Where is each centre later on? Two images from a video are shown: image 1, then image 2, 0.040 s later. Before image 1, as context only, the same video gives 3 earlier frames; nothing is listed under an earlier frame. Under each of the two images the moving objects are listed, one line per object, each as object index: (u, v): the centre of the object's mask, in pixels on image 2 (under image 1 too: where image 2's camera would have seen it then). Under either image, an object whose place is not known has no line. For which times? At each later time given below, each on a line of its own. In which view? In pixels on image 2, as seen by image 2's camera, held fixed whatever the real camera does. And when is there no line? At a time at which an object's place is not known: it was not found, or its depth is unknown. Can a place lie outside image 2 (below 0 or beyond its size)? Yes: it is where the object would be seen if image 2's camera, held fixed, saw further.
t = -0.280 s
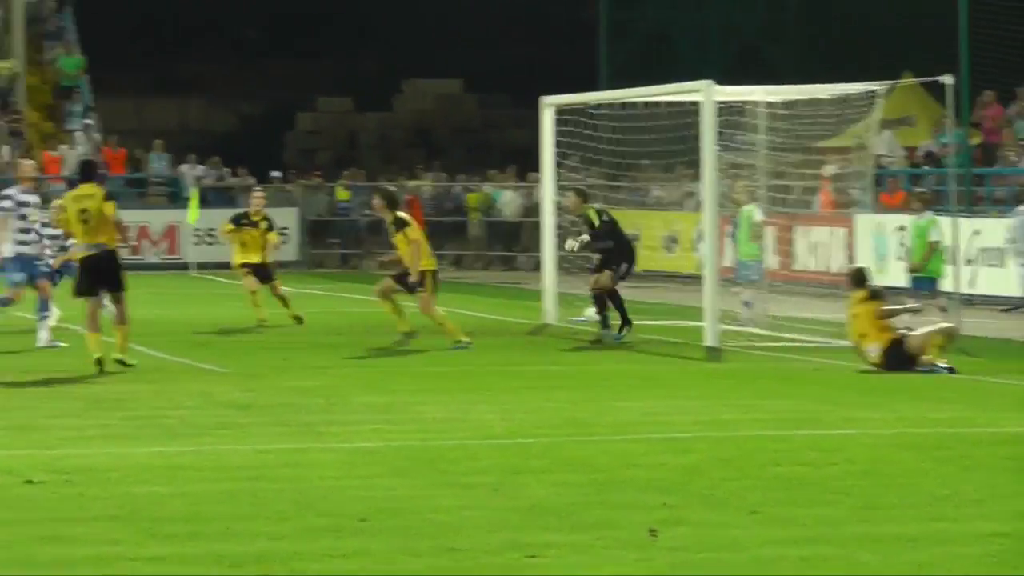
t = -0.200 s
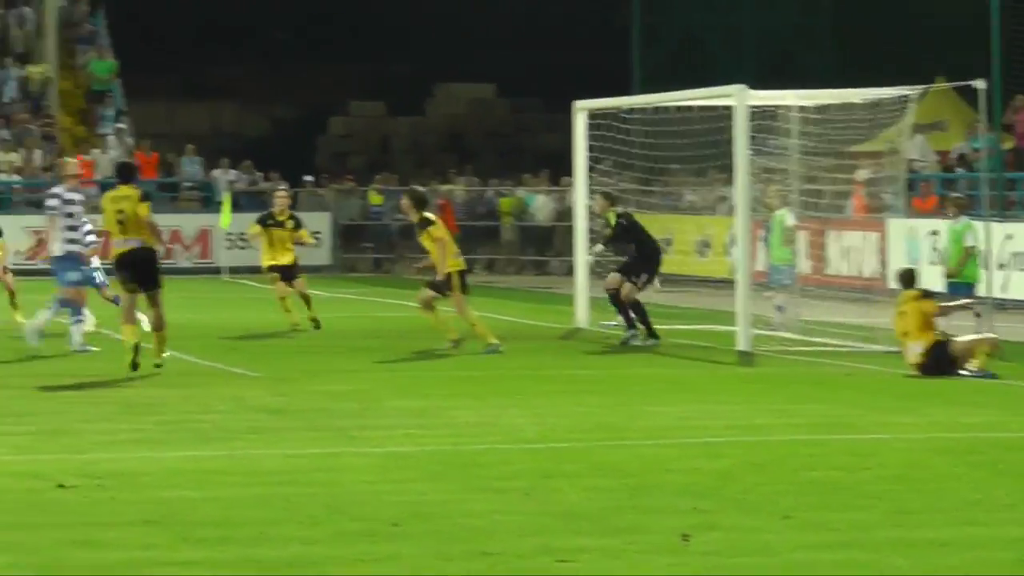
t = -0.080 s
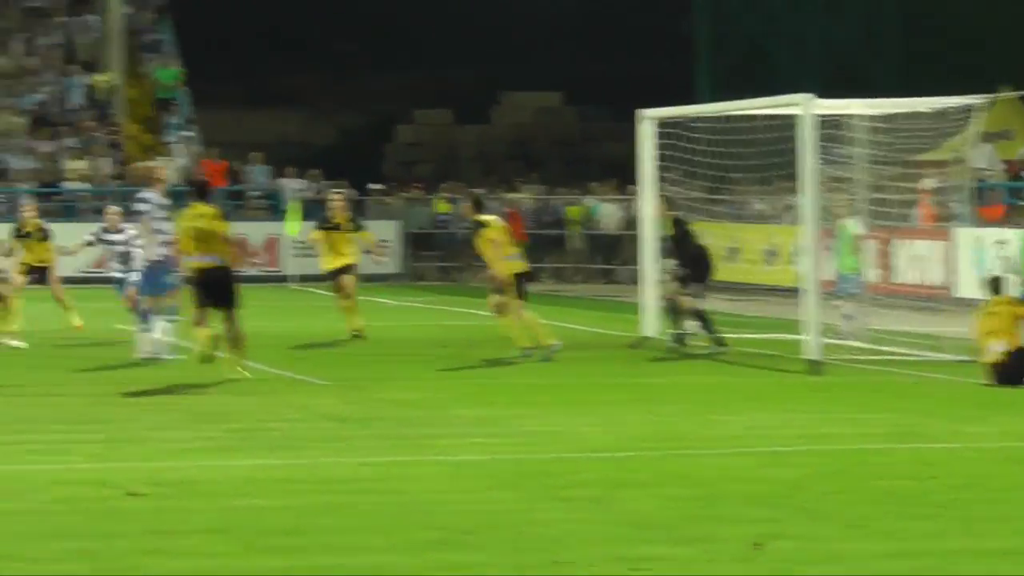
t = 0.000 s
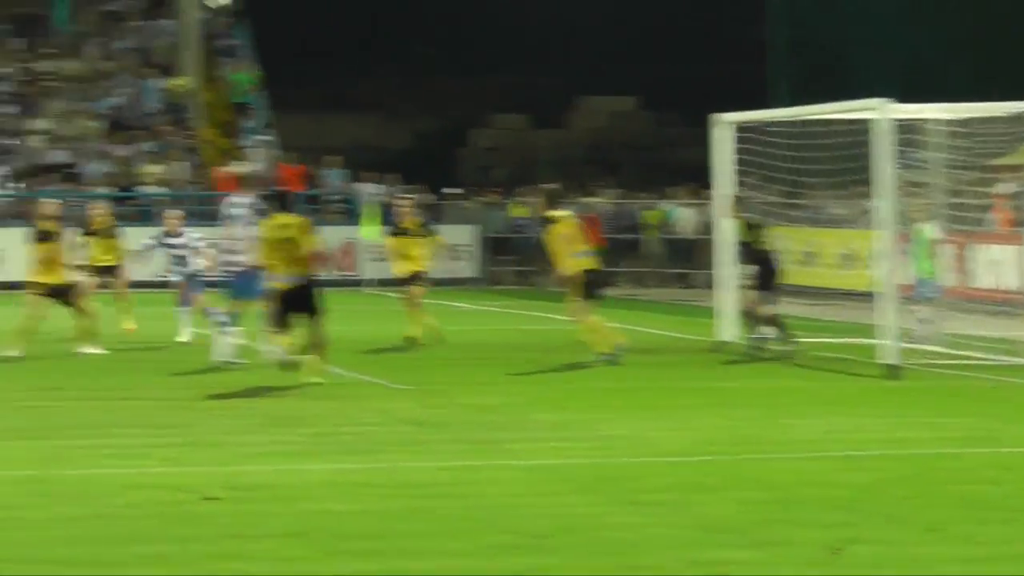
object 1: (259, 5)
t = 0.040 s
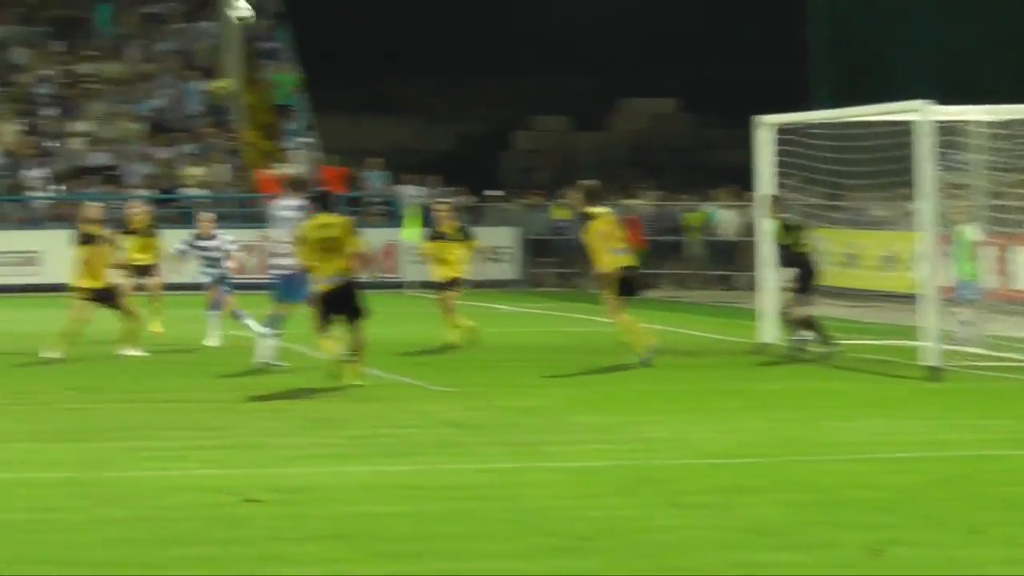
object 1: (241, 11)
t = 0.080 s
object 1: (224, 26)
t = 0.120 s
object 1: (206, 43)
